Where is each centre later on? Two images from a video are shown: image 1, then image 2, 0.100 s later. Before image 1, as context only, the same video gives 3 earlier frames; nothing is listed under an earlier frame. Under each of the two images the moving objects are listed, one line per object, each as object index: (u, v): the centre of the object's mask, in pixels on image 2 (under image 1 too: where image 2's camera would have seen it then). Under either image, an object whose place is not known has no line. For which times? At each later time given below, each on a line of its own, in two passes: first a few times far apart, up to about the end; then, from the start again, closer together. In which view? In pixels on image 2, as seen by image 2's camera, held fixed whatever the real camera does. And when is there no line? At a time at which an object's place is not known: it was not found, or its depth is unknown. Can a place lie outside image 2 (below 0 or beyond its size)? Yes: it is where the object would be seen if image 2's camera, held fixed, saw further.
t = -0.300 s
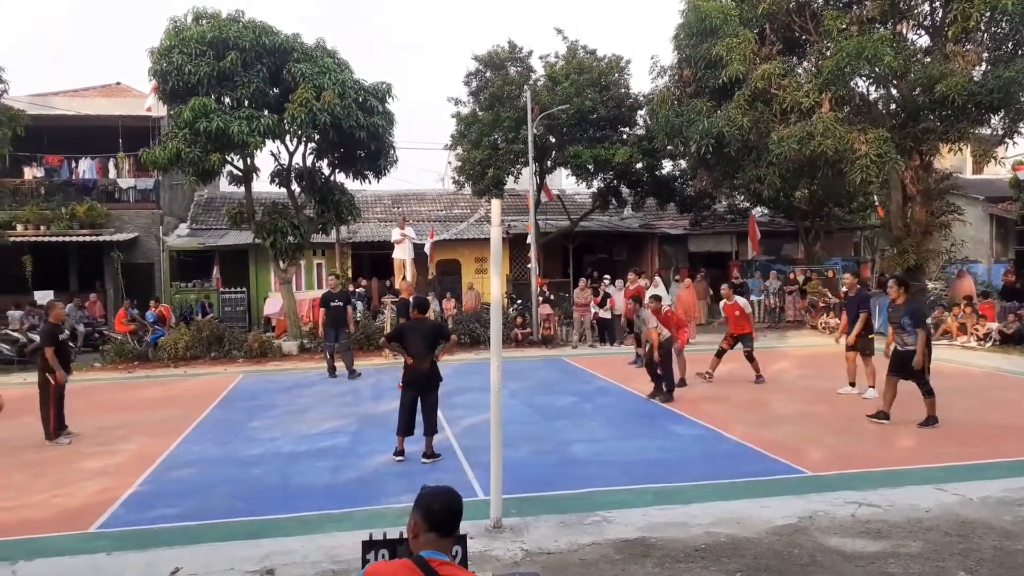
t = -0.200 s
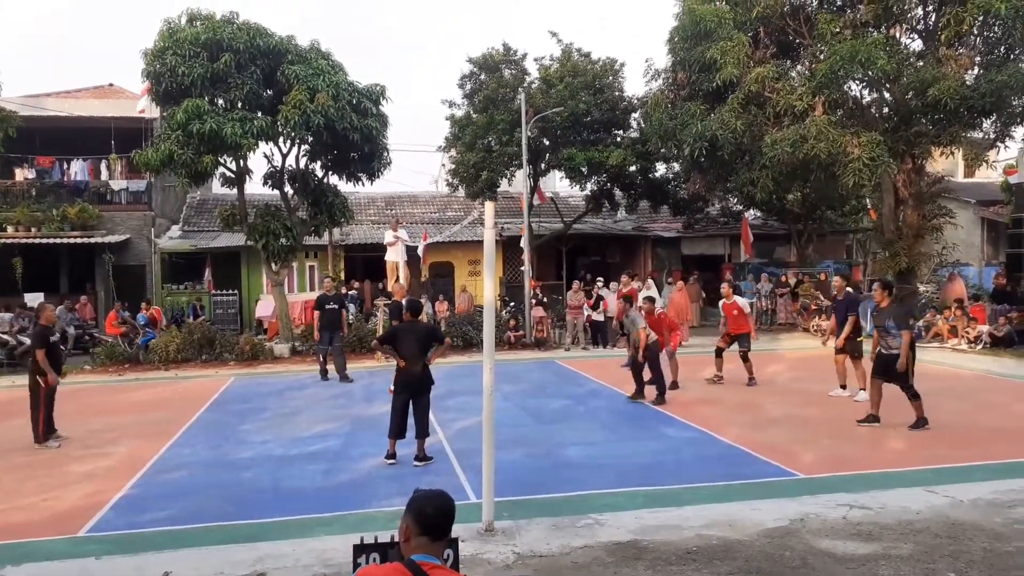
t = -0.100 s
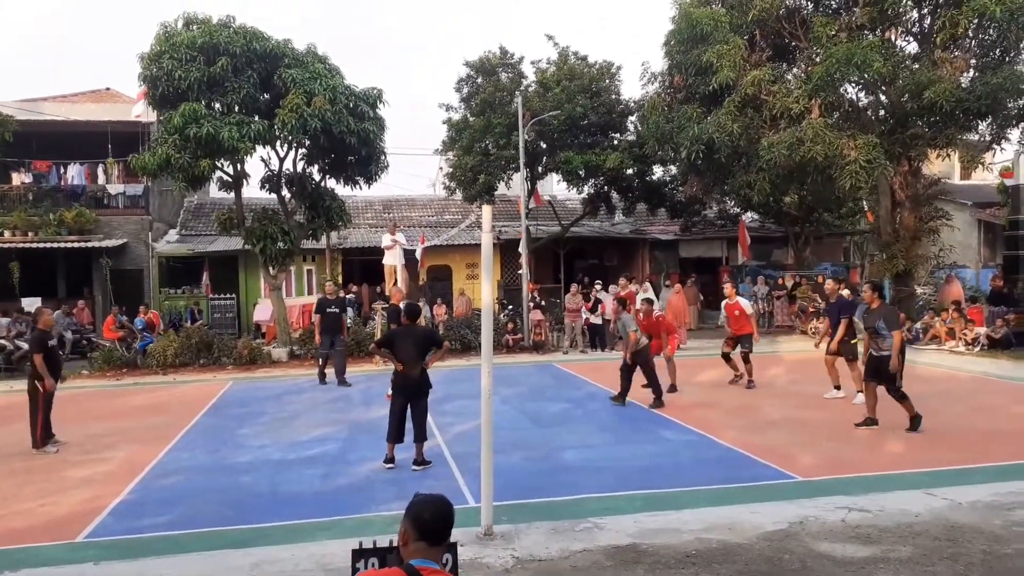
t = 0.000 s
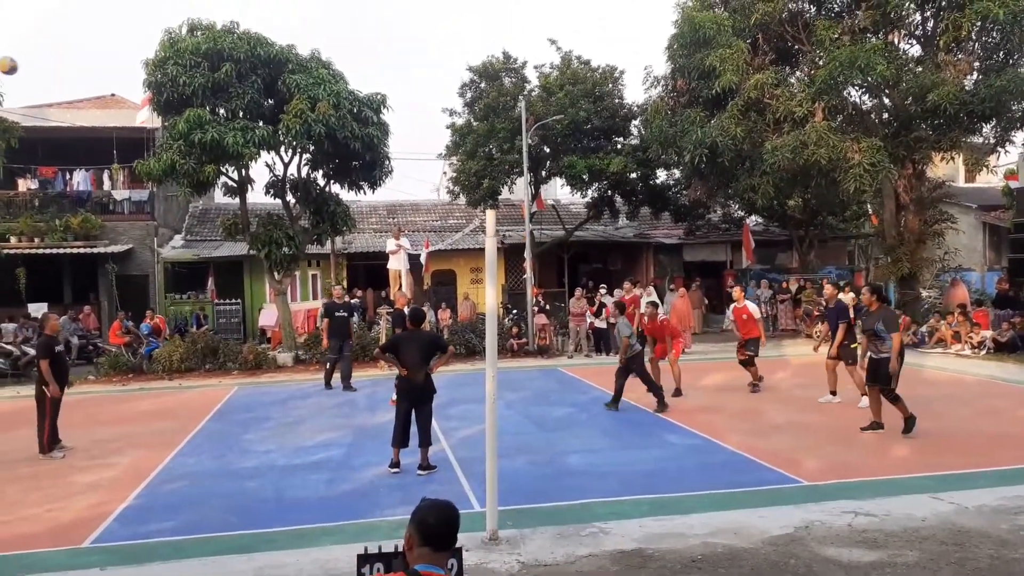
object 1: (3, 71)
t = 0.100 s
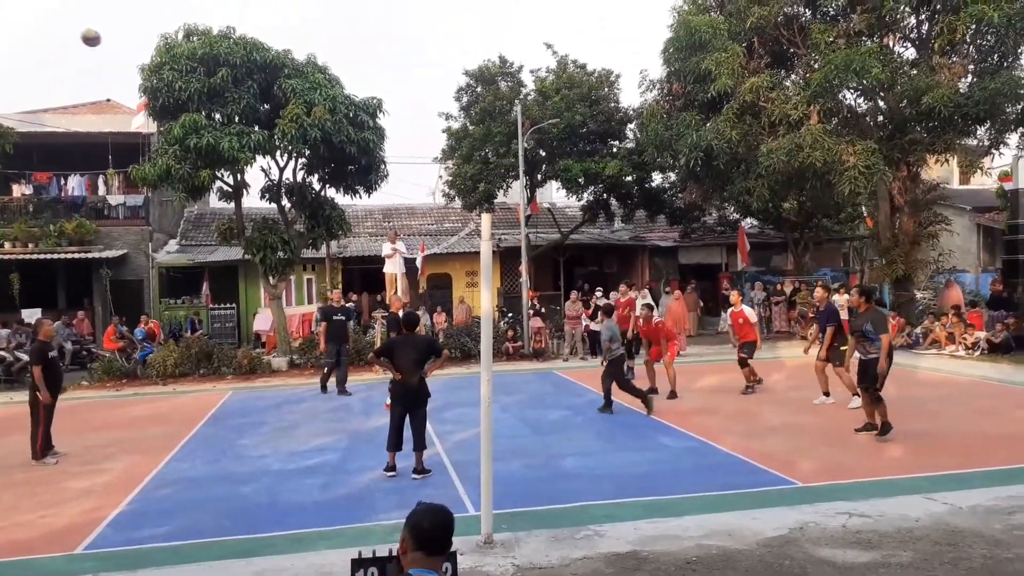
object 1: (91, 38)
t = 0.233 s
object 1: (197, 10)
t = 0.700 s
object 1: (496, 21)
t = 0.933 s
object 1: (617, 76)
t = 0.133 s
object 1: (118, 29)
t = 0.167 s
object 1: (145, 21)
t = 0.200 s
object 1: (171, 15)
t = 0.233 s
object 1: (197, 10)
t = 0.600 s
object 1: (440, 7)
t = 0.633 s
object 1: (459, 10)
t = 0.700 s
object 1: (496, 21)
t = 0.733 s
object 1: (515, 27)
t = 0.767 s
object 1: (532, 34)
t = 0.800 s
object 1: (550, 42)
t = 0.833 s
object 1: (567, 50)
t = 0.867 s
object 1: (584, 59)
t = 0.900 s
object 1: (601, 67)
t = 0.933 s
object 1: (617, 76)
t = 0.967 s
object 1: (633, 87)
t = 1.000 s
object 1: (648, 97)
